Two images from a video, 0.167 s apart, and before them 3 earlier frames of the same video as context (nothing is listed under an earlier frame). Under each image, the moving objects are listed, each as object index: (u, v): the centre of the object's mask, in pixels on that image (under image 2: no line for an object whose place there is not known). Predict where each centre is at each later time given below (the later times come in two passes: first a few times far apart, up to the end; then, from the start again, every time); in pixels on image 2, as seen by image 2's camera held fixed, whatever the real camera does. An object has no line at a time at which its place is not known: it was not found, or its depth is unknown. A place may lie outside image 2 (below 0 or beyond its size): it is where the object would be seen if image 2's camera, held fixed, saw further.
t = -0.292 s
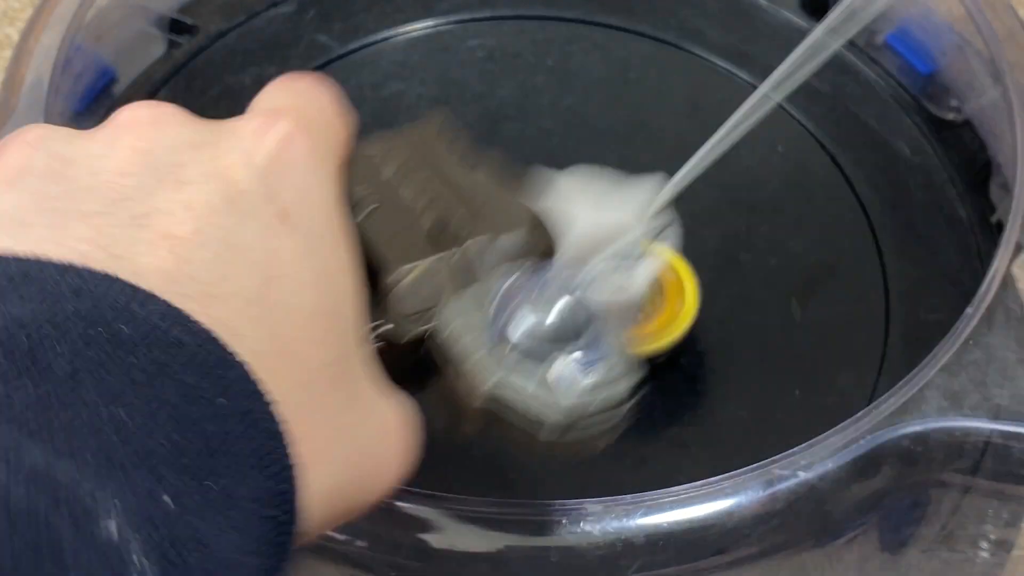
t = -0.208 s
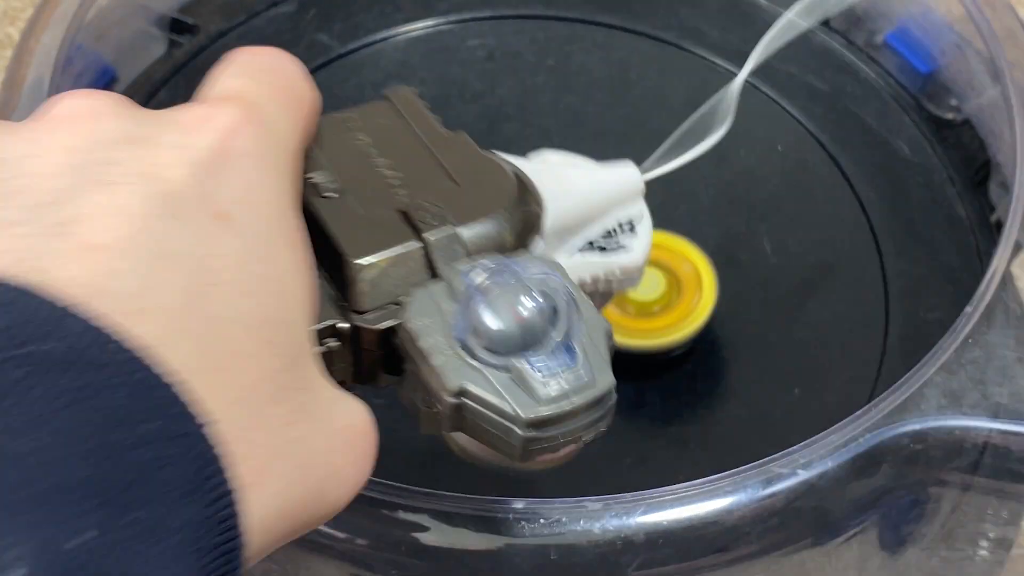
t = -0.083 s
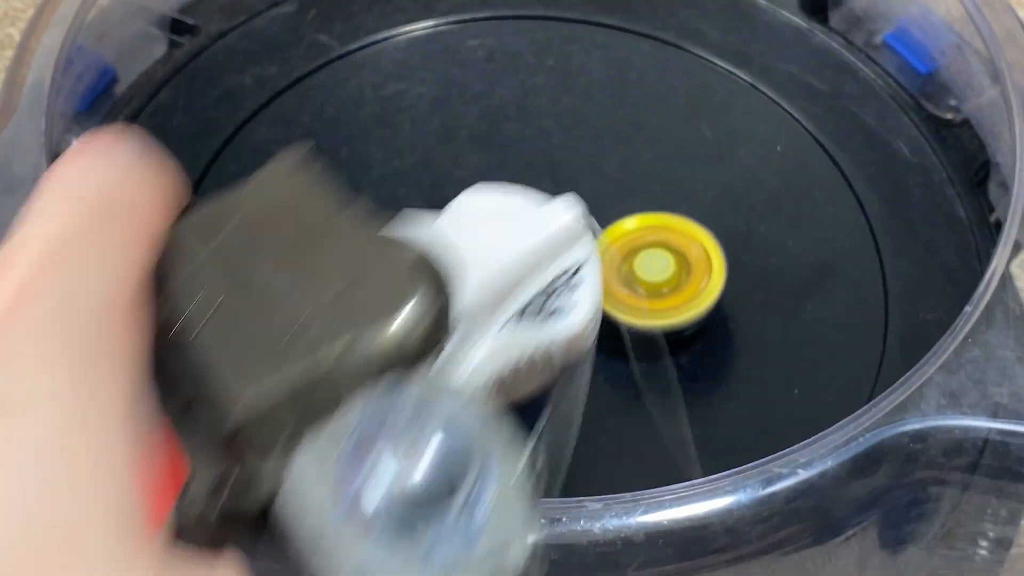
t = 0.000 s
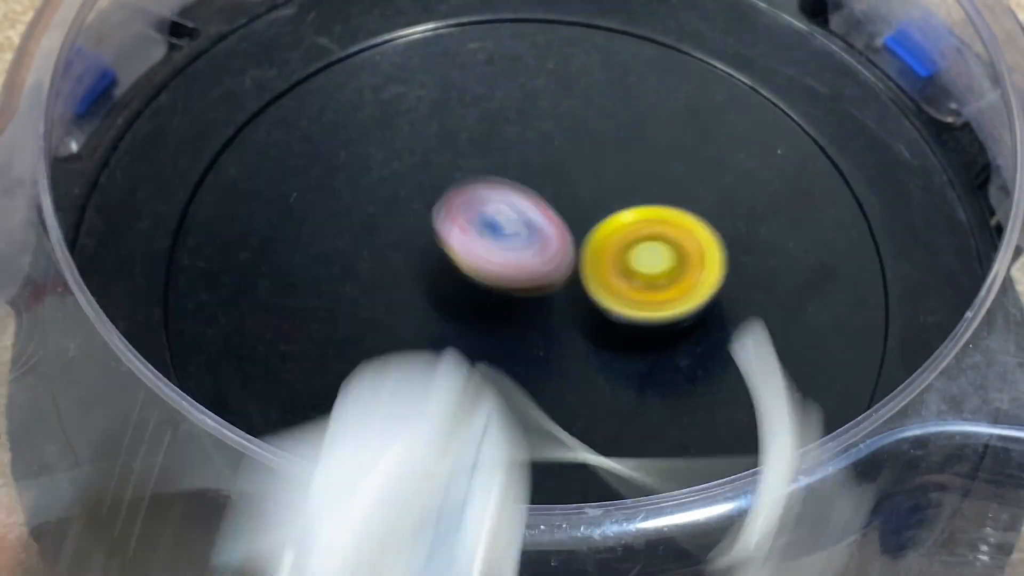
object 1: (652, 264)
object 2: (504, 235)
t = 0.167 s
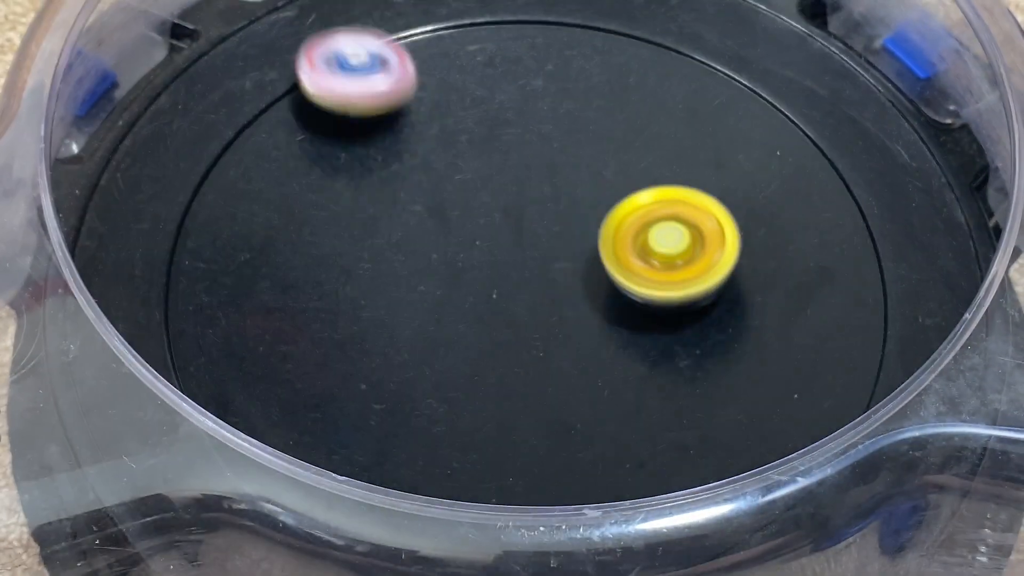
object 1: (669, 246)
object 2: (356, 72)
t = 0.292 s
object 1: (630, 239)
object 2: (369, 40)
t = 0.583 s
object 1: (551, 301)
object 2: (753, 257)
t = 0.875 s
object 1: (582, 370)
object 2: (583, 511)
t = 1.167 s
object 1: (610, 336)
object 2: (354, 213)
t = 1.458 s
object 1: (522, 312)
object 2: (701, 54)
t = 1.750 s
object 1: (468, 344)
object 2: (778, 436)
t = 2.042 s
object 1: (519, 143)
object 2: (351, 348)
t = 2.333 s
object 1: (589, 23)
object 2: (398, 38)
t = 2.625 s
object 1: (918, 250)
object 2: (164, 262)
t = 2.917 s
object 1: (804, 468)
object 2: (463, 530)
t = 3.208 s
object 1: (673, 226)
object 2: (307, 240)
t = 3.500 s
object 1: (639, 107)
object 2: (508, 73)
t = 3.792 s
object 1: (801, 235)
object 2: (372, 221)
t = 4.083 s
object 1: (617, 285)
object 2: (499, 454)
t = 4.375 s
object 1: (595, 69)
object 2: (415, 535)
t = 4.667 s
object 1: (448, 138)
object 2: (184, 80)
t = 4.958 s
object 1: (456, 383)
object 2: (574, 78)
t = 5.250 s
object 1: (513, 508)
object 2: (769, 309)
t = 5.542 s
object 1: (516, 441)
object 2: (727, 239)
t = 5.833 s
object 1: (420, 302)
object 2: (728, 269)
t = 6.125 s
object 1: (357, 309)
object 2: (553, 342)
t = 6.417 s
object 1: (295, 323)
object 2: (571, 134)
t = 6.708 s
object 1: (322, 302)
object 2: (765, 239)
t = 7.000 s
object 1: (345, 241)
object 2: (399, 377)
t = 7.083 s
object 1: (360, 191)
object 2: (306, 368)
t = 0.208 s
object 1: (658, 240)
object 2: (348, 48)
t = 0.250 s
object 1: (645, 238)
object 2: (353, 39)
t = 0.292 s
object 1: (630, 239)
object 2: (369, 40)
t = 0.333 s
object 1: (615, 242)
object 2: (398, 52)
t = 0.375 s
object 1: (599, 248)
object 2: (439, 75)
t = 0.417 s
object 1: (585, 256)
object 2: (488, 104)
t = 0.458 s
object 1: (573, 265)
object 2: (545, 138)
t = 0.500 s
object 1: (563, 277)
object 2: (611, 176)
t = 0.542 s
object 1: (555, 288)
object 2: (682, 215)
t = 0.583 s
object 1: (551, 301)
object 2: (753, 257)
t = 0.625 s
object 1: (549, 314)
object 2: (820, 303)
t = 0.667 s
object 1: (549, 326)
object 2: (864, 345)
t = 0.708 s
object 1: (551, 338)
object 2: (836, 384)
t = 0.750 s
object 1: (556, 349)
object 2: (789, 432)
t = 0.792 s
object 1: (563, 358)
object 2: (727, 466)
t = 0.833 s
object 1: (573, 364)
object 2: (659, 494)
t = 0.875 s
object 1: (582, 370)
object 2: (583, 511)
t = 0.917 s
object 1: (590, 373)
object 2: (506, 507)
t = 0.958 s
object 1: (600, 373)
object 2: (439, 481)
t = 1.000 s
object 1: (608, 369)
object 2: (386, 438)
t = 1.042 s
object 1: (614, 363)
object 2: (349, 394)
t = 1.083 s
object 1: (615, 355)
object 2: (333, 334)
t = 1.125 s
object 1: (614, 346)
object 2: (335, 273)
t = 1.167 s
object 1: (610, 336)
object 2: (354, 213)
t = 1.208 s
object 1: (603, 327)
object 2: (386, 158)
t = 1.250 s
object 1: (592, 320)
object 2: (428, 109)
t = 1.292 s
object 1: (579, 314)
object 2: (478, 69)
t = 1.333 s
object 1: (565, 311)
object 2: (534, 39)
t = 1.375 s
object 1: (550, 310)
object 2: (593, 27)
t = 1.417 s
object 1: (536, 310)
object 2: (655, 26)
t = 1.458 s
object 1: (522, 312)
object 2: (701, 54)
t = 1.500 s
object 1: (508, 315)
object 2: (745, 101)
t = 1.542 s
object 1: (497, 319)
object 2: (785, 154)
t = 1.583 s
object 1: (487, 323)
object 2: (823, 208)
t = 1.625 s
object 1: (480, 329)
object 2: (856, 265)
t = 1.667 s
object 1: (475, 334)
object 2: (868, 324)
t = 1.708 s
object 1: (470, 339)
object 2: (825, 381)
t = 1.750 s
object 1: (468, 344)
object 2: (778, 436)
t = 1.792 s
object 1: (466, 349)
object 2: (701, 476)
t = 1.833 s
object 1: (467, 353)
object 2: (607, 493)
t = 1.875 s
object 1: (469, 355)
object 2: (516, 483)
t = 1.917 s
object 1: (477, 332)
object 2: (421, 493)
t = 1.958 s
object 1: (496, 257)
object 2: (358, 484)
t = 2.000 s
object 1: (509, 196)
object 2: (352, 402)
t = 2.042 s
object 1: (519, 143)
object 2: (351, 348)
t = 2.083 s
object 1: (523, 102)
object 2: (355, 267)
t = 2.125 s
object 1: (523, 69)
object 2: (368, 195)
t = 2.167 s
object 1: (516, 47)
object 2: (392, 131)
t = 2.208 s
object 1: (526, 34)
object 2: (401, 83)
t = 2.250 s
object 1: (553, 24)
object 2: (389, 56)
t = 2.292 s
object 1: (575, 20)
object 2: (388, 42)
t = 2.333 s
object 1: (589, 23)
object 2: (398, 38)
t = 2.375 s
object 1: (593, 32)
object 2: (420, 40)
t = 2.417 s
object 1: (592, 49)
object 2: (451, 49)
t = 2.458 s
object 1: (642, 81)
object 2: (406, 60)
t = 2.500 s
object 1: (738, 119)
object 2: (294, 69)
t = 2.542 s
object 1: (826, 158)
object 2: (232, 114)
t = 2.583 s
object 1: (889, 197)
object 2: (190, 190)
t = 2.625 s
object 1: (918, 250)
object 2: (164, 262)
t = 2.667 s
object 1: (940, 301)
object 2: (177, 321)
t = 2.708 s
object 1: (955, 353)
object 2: (197, 399)
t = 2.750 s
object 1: (947, 395)
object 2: (235, 458)
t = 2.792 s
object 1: (927, 432)
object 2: (284, 503)
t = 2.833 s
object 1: (894, 456)
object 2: (340, 522)
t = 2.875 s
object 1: (852, 466)
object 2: (402, 529)
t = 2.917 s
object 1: (804, 468)
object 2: (463, 530)
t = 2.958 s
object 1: (745, 457)
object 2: (520, 507)
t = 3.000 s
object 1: (696, 428)
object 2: (544, 487)
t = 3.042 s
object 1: (700, 404)
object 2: (494, 445)
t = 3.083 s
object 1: (696, 359)
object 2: (443, 407)
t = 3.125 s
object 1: (691, 311)
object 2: (394, 356)
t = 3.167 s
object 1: (682, 265)
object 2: (348, 300)
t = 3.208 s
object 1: (673, 226)
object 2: (307, 240)
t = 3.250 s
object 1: (667, 196)
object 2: (275, 178)
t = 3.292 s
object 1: (662, 174)
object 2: (258, 116)
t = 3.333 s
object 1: (660, 156)
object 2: (284, 78)
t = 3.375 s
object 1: (655, 141)
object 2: (343, 76)
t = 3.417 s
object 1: (649, 127)
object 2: (403, 74)
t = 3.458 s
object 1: (641, 115)
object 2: (463, 75)
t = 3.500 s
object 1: (639, 107)
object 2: (508, 73)
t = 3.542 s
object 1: (697, 124)
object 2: (456, 45)
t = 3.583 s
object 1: (747, 144)
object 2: (412, 32)
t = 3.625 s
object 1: (784, 165)
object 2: (392, 52)
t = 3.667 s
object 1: (806, 186)
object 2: (379, 85)
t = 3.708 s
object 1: (815, 205)
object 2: (371, 128)
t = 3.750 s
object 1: (813, 221)
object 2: (369, 173)
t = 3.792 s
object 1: (801, 235)
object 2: (372, 221)
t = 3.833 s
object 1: (782, 248)
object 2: (380, 268)
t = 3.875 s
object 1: (757, 258)
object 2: (393, 315)
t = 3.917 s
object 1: (729, 266)
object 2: (411, 359)
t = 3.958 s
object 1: (700, 272)
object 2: (431, 397)
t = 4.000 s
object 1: (671, 277)
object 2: (454, 427)
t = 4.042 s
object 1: (643, 281)
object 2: (476, 445)
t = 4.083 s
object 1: (617, 285)
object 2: (499, 454)
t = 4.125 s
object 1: (595, 289)
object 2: (518, 458)
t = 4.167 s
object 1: (578, 294)
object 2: (534, 457)
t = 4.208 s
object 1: (567, 300)
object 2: (546, 451)
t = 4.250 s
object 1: (564, 307)
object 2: (554, 439)
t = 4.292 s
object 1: (570, 266)
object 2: (545, 491)
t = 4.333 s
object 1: (582, 162)
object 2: (481, 560)
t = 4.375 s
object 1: (595, 69)
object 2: (415, 535)
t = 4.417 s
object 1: (595, 24)
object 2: (345, 502)
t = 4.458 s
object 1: (576, 13)
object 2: (282, 431)
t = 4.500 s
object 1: (554, 19)
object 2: (229, 351)
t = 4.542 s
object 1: (528, 31)
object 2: (185, 278)
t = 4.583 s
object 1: (503, 51)
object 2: (165, 197)
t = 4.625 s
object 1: (473, 92)
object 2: (154, 127)
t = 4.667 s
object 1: (448, 138)
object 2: (184, 80)
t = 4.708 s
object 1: (427, 185)
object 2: (245, 53)
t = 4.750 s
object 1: (413, 231)
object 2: (303, 39)
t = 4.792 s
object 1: (409, 276)
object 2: (360, 30)
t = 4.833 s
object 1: (412, 313)
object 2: (415, 26)
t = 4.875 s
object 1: (422, 343)
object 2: (473, 31)
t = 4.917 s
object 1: (438, 365)
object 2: (526, 45)
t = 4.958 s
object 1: (456, 383)
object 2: (574, 78)
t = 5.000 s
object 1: (477, 400)
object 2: (617, 126)
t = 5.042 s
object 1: (499, 413)
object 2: (649, 181)
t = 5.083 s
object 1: (522, 424)
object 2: (671, 240)
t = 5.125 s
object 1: (546, 433)
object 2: (679, 301)
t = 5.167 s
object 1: (569, 438)
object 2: (676, 352)
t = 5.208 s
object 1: (547, 459)
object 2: (722, 339)
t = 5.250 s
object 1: (513, 508)
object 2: (769, 309)
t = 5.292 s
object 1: (492, 525)
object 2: (800, 282)
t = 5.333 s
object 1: (480, 530)
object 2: (816, 260)
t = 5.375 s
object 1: (479, 525)
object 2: (818, 243)
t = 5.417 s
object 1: (483, 515)
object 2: (807, 233)
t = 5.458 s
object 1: (492, 496)
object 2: (788, 229)
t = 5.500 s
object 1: (506, 458)
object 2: (760, 232)
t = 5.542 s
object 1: (516, 441)
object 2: (727, 239)
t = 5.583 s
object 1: (526, 412)
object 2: (691, 251)
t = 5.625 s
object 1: (536, 381)
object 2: (652, 264)
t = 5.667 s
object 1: (532, 353)
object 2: (631, 271)
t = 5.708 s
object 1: (496, 337)
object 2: (659, 263)
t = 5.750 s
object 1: (465, 322)
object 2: (686, 260)
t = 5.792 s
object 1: (440, 310)
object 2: (709, 261)
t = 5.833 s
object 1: (420, 302)
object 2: (728, 269)
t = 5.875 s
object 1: (403, 297)
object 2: (739, 282)
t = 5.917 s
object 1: (390, 296)
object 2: (740, 301)
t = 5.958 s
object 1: (379, 297)
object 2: (725, 325)
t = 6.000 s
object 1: (372, 299)
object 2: (694, 345)
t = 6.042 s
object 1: (365, 302)
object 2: (649, 355)
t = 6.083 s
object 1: (361, 305)
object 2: (600, 354)
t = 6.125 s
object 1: (357, 309)
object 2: (553, 342)
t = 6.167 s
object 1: (355, 313)
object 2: (510, 320)
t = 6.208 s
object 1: (346, 315)
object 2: (484, 291)
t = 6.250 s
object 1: (327, 318)
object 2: (488, 257)
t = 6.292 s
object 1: (313, 320)
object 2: (500, 222)
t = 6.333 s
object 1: (303, 321)
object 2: (518, 188)
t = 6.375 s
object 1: (297, 322)
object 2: (542, 158)
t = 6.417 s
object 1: (295, 323)
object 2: (571, 134)
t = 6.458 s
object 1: (295, 323)
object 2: (604, 118)
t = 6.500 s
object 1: (296, 321)
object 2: (640, 112)
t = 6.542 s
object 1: (301, 320)
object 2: (677, 115)
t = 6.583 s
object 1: (307, 317)
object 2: (714, 130)
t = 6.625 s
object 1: (312, 313)
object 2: (744, 156)
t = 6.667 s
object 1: (318, 308)
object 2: (764, 193)
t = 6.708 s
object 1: (322, 302)
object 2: (765, 239)
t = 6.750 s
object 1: (326, 294)
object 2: (747, 287)
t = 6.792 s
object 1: (329, 286)
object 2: (709, 331)
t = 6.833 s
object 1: (332, 278)
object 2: (655, 367)
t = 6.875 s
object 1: (334, 269)
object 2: (590, 390)
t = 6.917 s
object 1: (337, 259)
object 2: (522, 399)
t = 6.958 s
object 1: (341, 251)
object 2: (457, 394)
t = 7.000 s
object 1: (345, 241)
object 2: (399, 377)
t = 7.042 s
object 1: (351, 228)
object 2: (347, 351)
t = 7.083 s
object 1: (360, 191)
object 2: (306, 368)
